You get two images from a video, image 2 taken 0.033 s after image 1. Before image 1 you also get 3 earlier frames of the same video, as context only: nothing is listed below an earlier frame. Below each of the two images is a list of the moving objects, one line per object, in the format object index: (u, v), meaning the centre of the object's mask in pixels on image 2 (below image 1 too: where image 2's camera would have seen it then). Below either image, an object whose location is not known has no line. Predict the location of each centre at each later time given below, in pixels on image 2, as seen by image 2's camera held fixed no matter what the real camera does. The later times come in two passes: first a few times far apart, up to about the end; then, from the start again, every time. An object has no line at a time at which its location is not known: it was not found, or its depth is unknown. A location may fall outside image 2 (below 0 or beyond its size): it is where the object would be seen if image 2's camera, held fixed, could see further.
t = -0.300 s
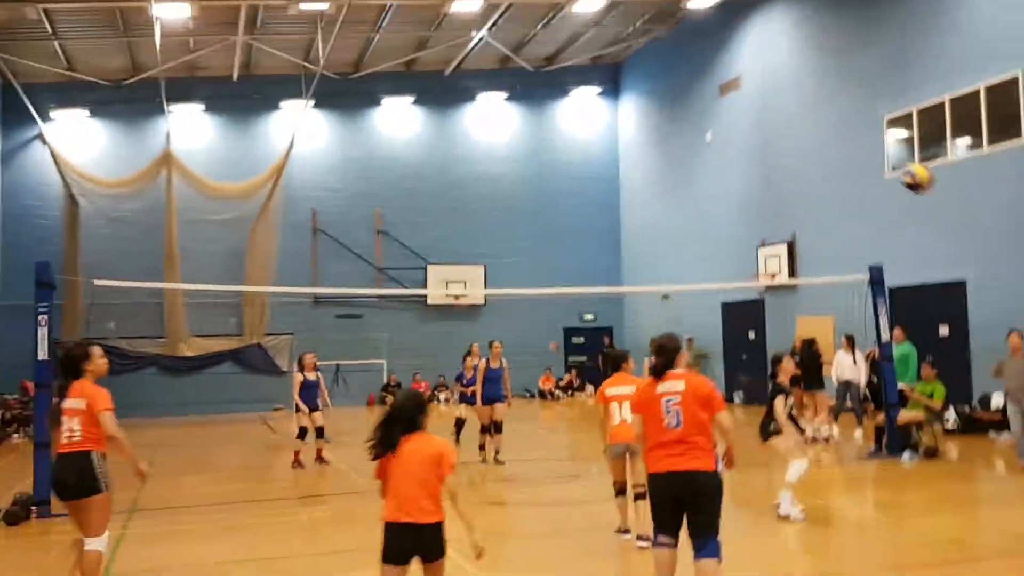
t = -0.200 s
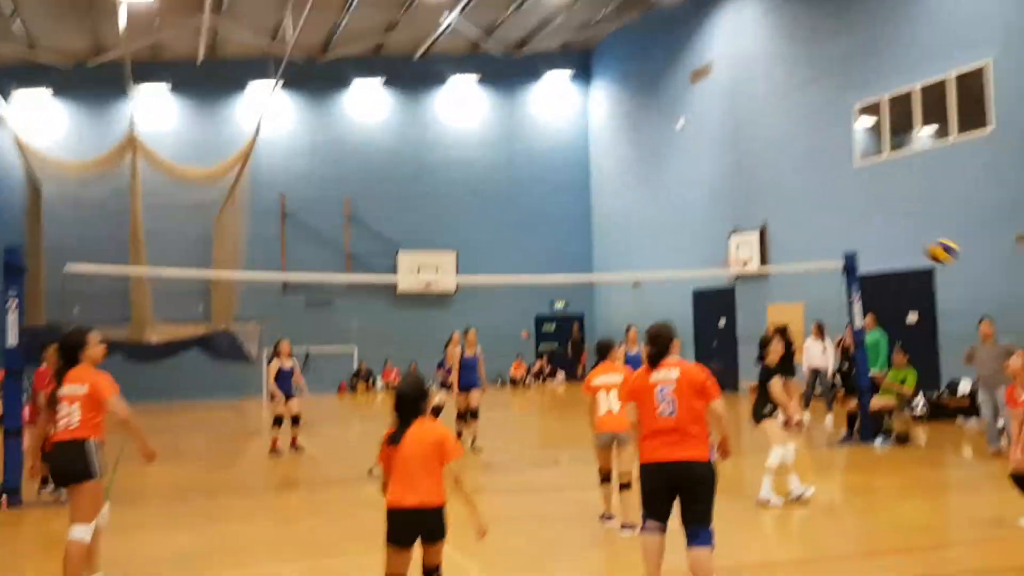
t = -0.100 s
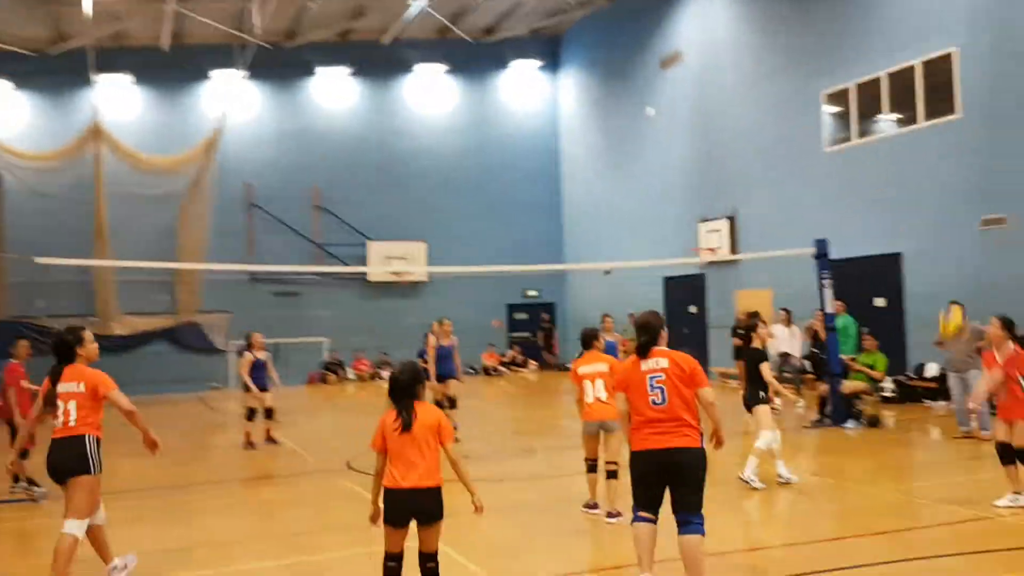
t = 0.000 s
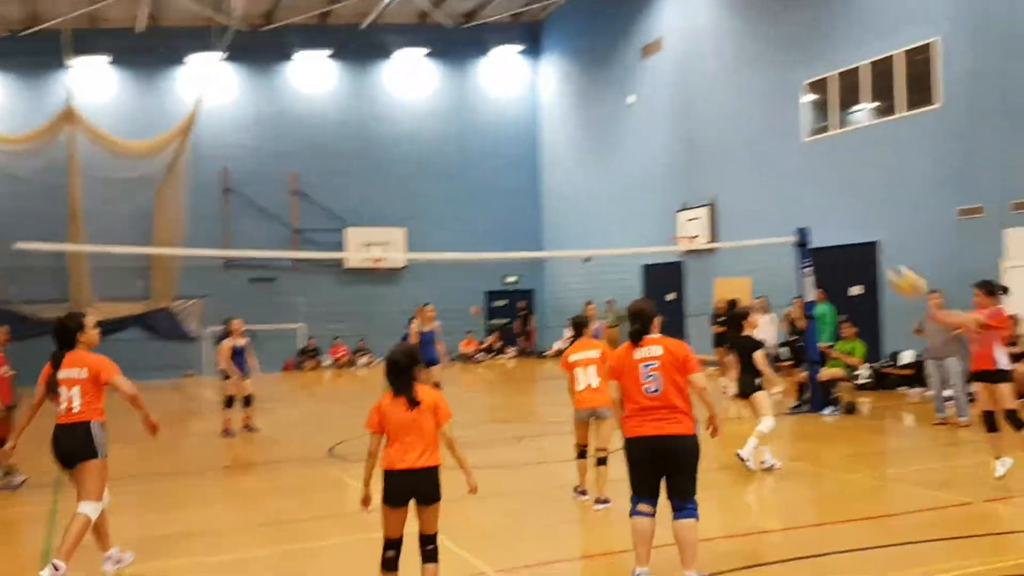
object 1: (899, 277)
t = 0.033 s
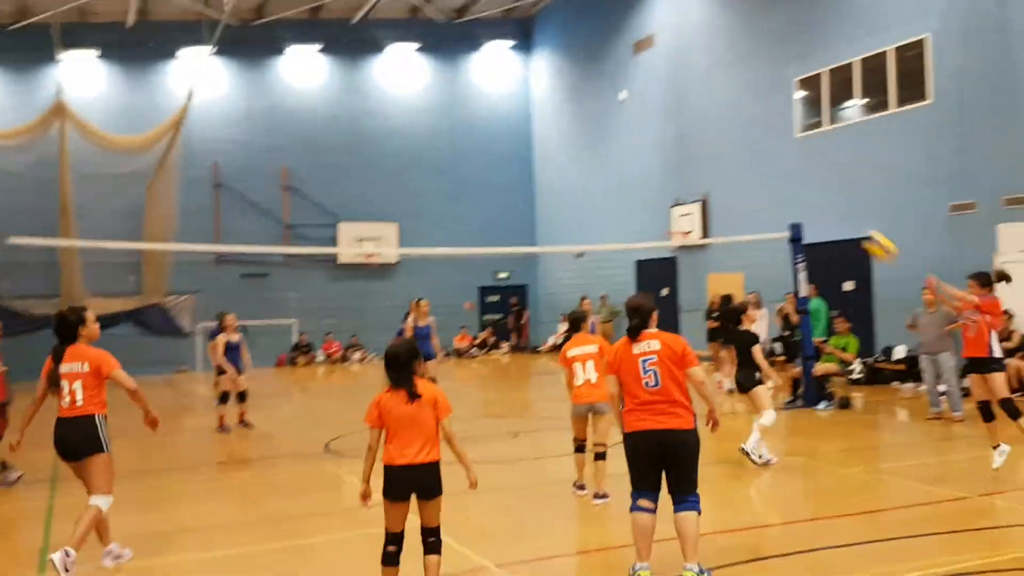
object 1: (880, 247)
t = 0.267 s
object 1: (775, 96)
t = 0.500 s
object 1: (691, 31)
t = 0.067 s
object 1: (862, 218)
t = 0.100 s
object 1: (845, 193)
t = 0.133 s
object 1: (829, 168)
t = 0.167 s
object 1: (813, 147)
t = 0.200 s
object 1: (800, 127)
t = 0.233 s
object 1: (788, 109)
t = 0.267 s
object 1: (775, 96)
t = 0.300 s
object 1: (761, 82)
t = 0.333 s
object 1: (746, 70)
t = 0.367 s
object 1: (733, 60)
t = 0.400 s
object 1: (722, 50)
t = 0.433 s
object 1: (710, 43)
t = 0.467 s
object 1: (701, 36)
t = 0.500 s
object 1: (691, 31)
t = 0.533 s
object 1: (682, 27)
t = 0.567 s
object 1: (673, 24)
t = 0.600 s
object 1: (662, 22)
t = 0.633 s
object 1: (650, 22)
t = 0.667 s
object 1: (639, 21)
